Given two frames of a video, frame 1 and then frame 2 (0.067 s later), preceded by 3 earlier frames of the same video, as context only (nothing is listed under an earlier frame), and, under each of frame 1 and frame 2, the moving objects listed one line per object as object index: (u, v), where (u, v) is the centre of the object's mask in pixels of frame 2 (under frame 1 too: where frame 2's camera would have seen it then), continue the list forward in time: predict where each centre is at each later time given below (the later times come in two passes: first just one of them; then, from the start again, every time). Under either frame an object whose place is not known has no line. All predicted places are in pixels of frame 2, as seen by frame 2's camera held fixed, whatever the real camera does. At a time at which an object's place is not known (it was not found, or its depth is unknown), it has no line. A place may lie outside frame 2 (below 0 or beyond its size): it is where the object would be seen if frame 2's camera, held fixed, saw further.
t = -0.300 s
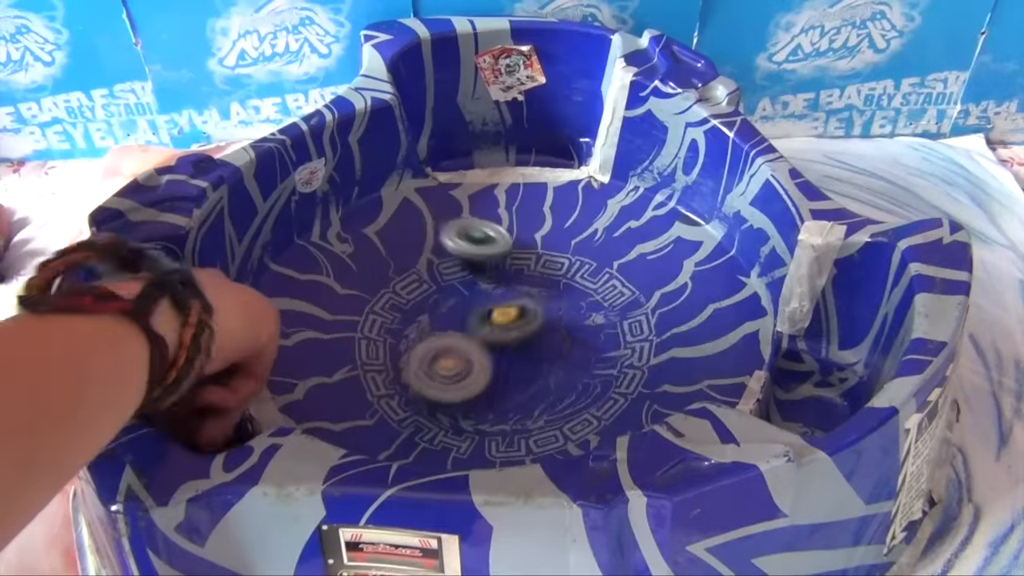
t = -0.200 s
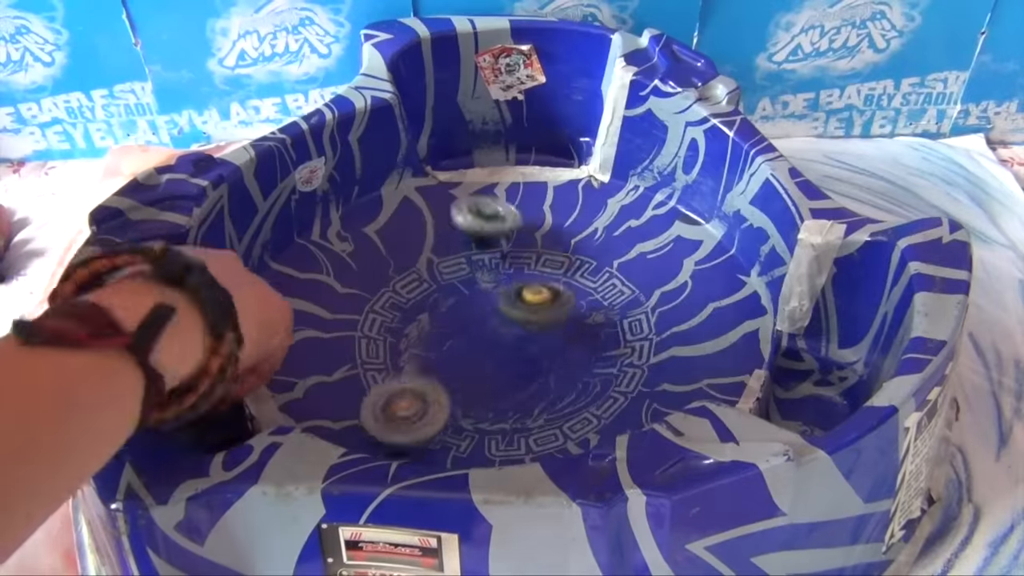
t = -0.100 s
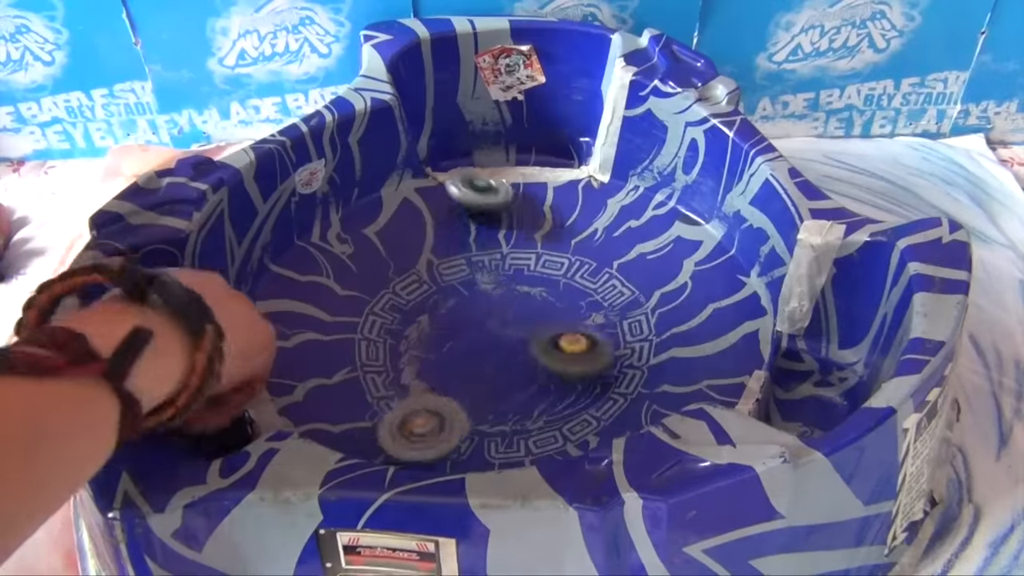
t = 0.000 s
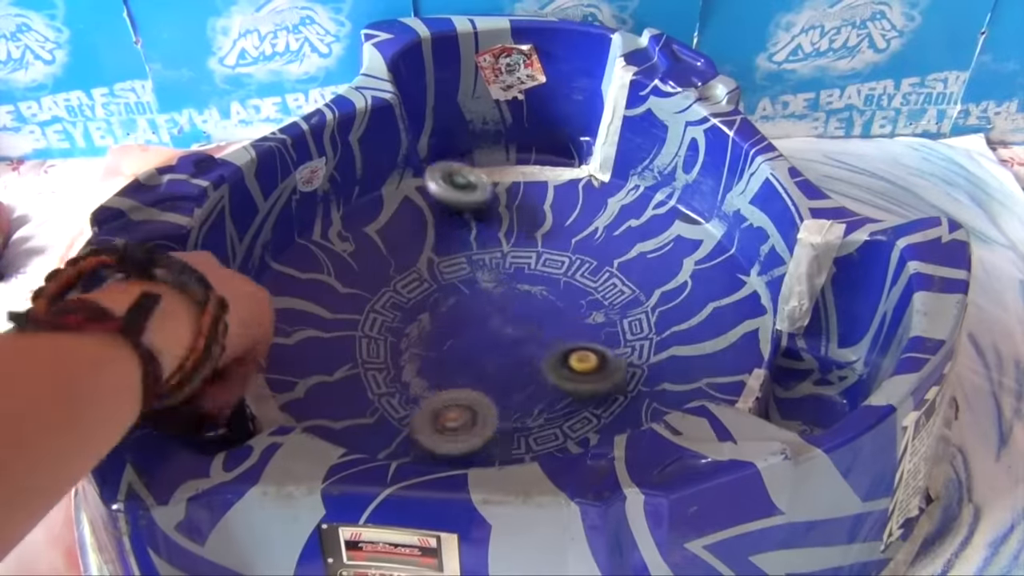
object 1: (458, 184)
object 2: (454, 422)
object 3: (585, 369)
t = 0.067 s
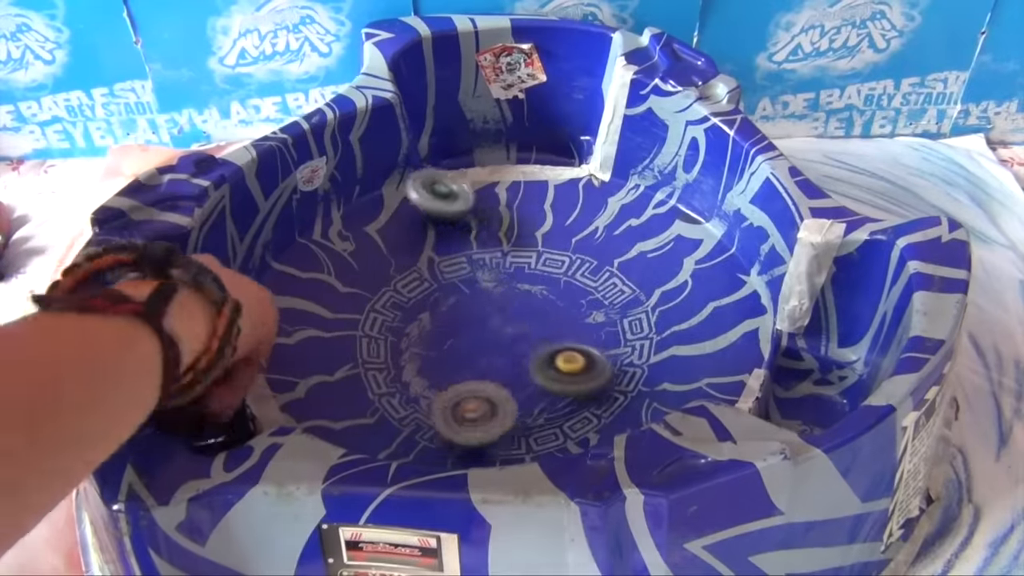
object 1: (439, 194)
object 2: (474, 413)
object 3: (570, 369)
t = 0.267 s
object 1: (399, 248)
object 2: (511, 380)
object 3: (503, 326)
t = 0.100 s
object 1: (429, 200)
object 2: (481, 407)
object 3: (561, 362)
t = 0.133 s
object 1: (421, 205)
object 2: (489, 401)
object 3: (552, 354)
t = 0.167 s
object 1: (413, 214)
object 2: (496, 395)
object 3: (542, 347)
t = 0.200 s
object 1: (406, 223)
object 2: (502, 390)
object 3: (530, 339)
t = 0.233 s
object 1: (402, 236)
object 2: (507, 385)
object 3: (517, 333)
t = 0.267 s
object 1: (399, 248)
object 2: (511, 380)
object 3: (503, 326)
